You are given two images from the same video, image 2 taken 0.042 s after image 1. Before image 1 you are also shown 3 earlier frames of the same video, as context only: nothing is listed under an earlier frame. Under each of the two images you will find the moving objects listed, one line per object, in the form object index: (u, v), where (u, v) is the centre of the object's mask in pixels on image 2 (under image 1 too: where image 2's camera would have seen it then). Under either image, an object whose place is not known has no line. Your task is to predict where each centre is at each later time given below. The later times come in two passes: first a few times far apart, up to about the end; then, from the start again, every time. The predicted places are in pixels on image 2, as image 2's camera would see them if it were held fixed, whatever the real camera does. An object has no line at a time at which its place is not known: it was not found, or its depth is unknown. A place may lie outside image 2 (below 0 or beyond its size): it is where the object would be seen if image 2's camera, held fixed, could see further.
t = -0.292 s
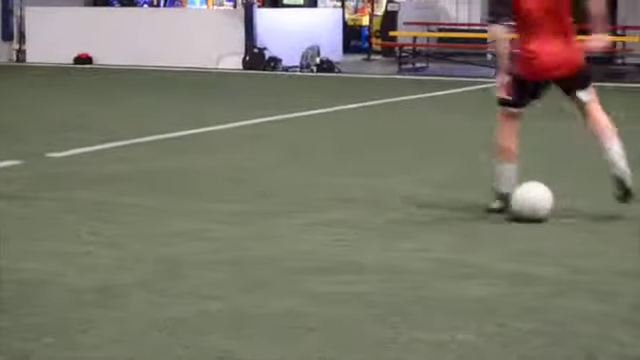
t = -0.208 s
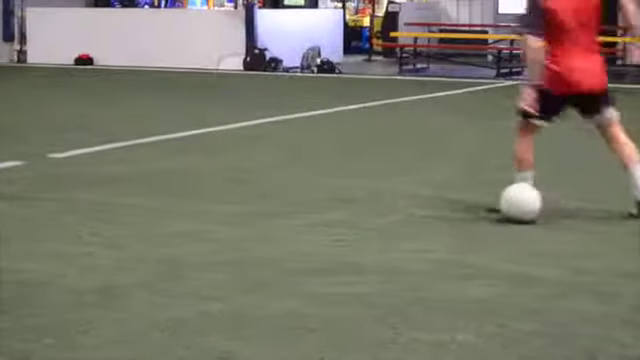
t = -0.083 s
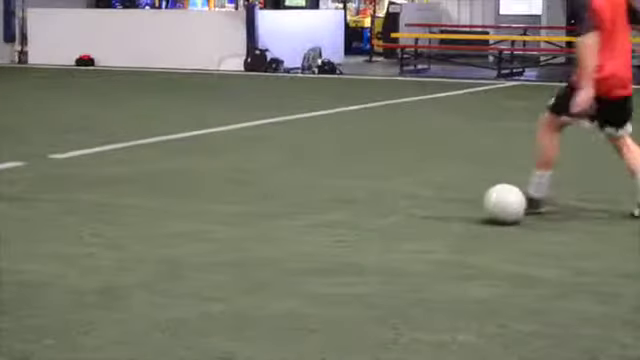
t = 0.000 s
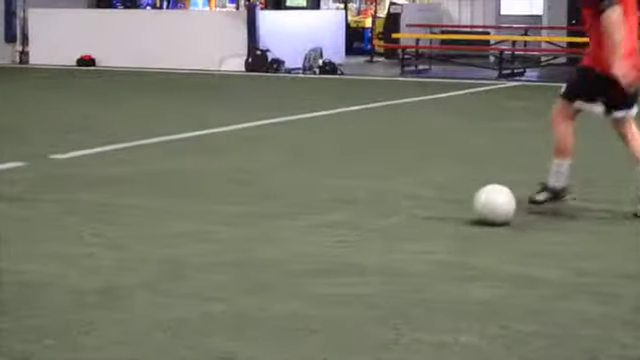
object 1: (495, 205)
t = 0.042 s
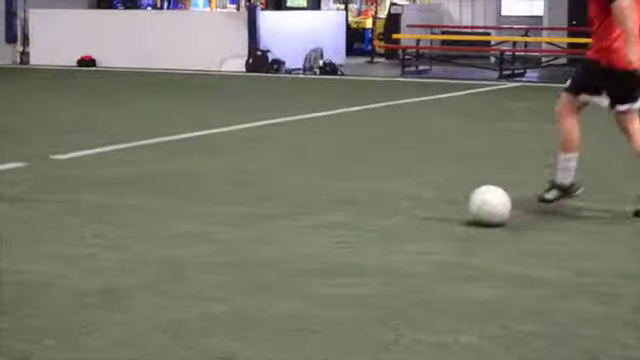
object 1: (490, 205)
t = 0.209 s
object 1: (469, 206)
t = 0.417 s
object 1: (445, 206)
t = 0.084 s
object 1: (485, 205)
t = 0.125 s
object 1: (480, 206)
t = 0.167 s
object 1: (474, 206)
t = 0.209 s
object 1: (469, 206)
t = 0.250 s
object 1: (465, 205)
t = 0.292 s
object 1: (460, 206)
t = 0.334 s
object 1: (455, 206)
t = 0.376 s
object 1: (450, 206)
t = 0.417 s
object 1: (445, 206)
